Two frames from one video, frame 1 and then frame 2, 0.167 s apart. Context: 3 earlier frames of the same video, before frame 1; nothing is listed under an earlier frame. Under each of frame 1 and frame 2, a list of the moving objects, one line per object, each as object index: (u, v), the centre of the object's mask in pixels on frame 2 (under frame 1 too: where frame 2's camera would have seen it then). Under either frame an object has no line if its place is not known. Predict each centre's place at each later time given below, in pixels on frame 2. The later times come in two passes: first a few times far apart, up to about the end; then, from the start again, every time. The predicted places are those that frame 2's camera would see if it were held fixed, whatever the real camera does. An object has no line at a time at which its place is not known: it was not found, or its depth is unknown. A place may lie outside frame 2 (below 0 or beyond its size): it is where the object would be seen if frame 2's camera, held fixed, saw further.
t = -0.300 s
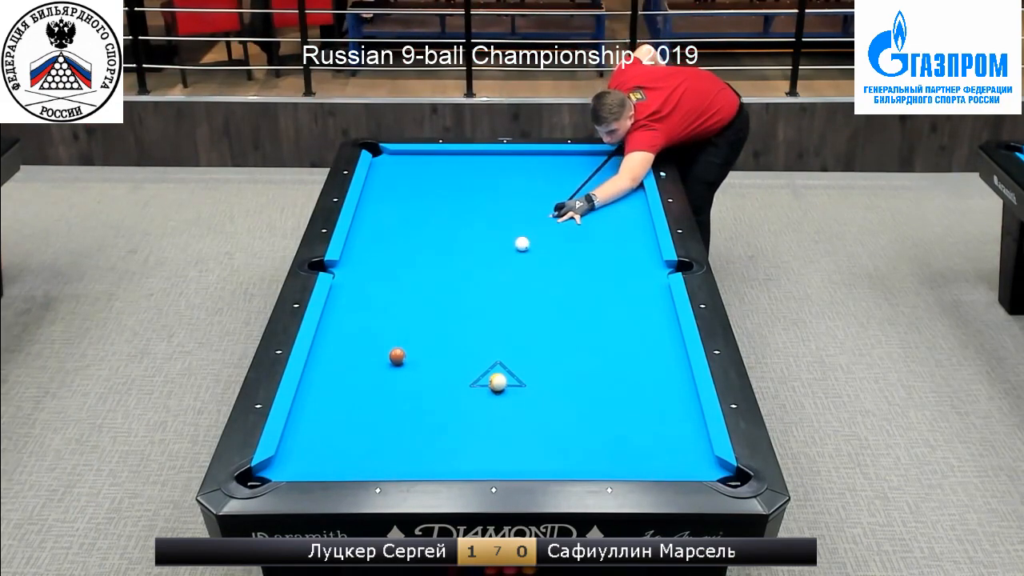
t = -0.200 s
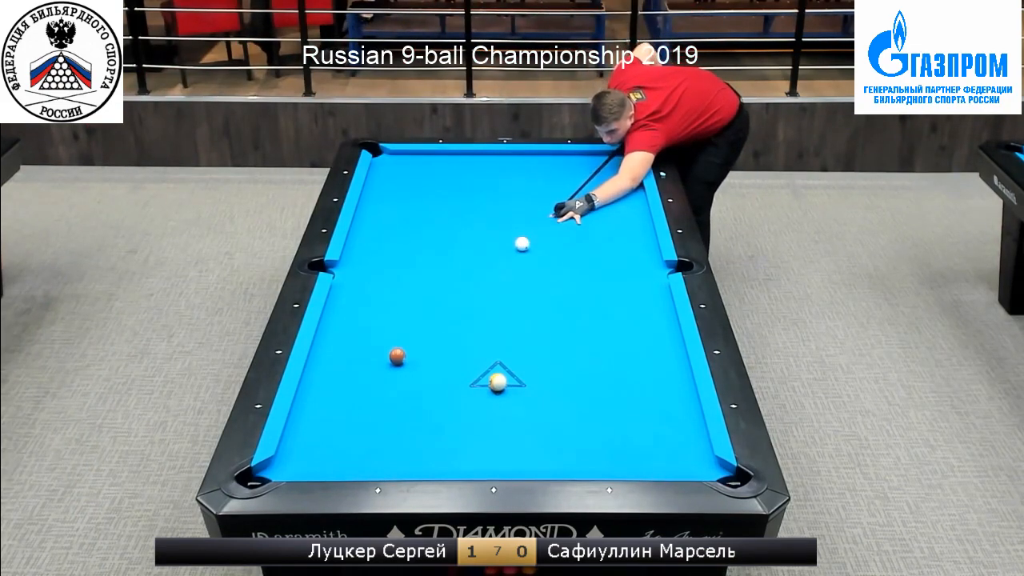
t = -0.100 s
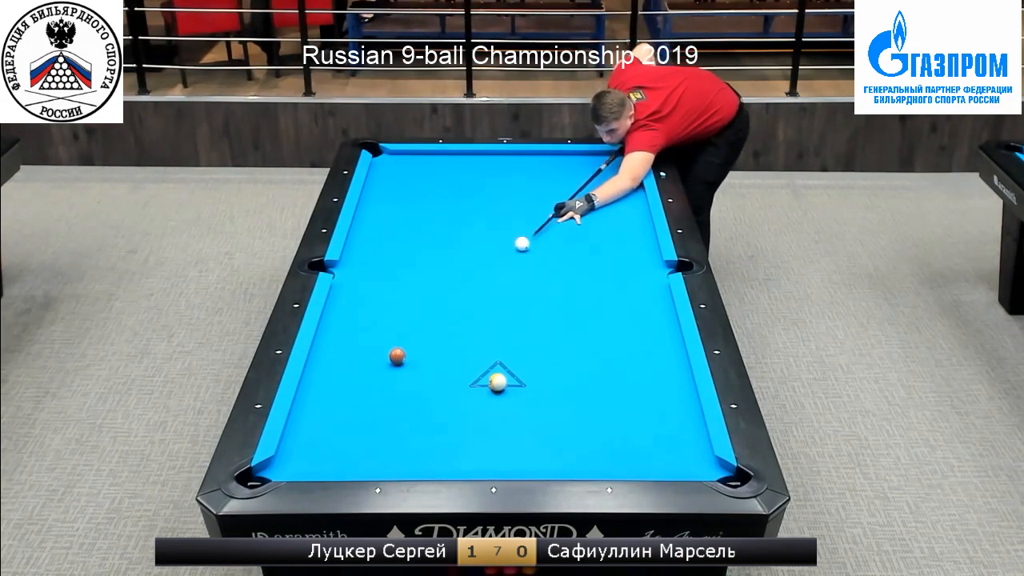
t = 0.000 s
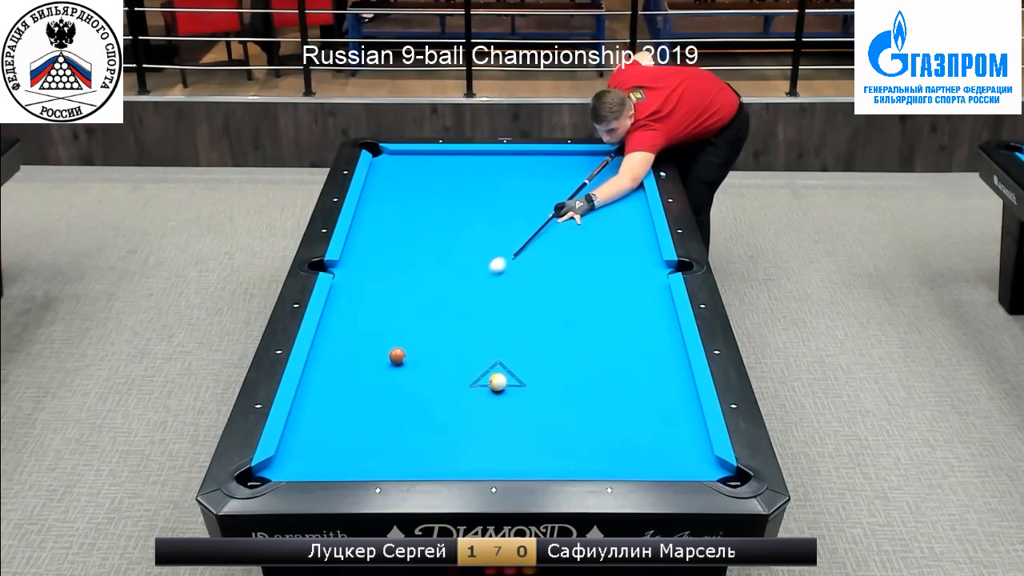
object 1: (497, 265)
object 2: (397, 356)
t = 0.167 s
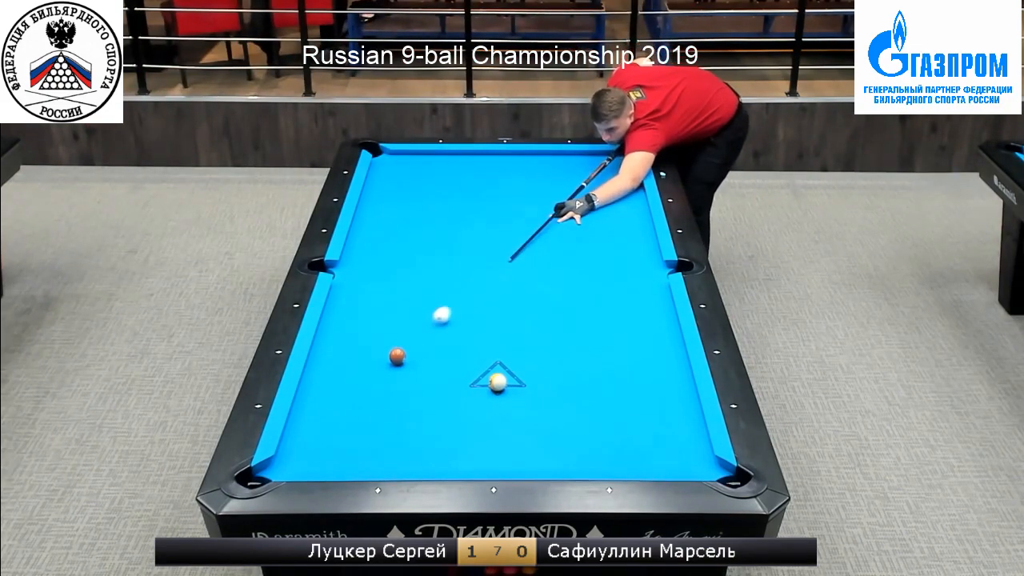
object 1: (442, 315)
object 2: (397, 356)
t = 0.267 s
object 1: (409, 345)
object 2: (397, 356)
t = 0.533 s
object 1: (404, 346)
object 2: (319, 431)
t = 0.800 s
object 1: (402, 345)
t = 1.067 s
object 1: (402, 344)
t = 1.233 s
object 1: (402, 344)
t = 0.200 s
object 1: (430, 325)
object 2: (397, 356)
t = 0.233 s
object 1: (419, 335)
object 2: (397, 356)
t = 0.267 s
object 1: (409, 345)
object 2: (397, 356)
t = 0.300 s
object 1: (405, 348)
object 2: (389, 364)
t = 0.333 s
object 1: (405, 348)
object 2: (378, 373)
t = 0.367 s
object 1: (405, 348)
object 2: (368, 384)
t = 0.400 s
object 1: (404, 347)
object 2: (358, 393)
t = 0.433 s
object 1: (404, 347)
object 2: (348, 403)
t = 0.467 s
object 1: (404, 347)
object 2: (338, 412)
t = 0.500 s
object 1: (404, 347)
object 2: (329, 422)
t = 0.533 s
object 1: (404, 346)
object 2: (319, 431)
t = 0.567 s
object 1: (403, 346)
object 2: (310, 440)
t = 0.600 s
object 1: (403, 346)
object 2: (300, 449)
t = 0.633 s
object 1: (403, 346)
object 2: (290, 459)
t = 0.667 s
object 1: (403, 346)
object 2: (280, 467)
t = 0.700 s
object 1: (403, 346)
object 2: (268, 475)
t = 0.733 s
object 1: (403, 345)
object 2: (257, 483)
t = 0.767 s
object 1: (402, 345)
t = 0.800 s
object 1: (402, 345)
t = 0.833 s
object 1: (402, 345)
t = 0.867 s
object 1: (402, 345)
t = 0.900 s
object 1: (402, 345)
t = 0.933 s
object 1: (402, 345)
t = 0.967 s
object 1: (402, 344)
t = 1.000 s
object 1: (402, 344)
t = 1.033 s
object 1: (402, 344)
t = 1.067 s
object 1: (402, 344)
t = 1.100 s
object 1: (402, 344)
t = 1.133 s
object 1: (402, 344)
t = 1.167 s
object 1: (402, 344)
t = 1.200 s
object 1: (402, 344)
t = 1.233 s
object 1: (402, 344)
